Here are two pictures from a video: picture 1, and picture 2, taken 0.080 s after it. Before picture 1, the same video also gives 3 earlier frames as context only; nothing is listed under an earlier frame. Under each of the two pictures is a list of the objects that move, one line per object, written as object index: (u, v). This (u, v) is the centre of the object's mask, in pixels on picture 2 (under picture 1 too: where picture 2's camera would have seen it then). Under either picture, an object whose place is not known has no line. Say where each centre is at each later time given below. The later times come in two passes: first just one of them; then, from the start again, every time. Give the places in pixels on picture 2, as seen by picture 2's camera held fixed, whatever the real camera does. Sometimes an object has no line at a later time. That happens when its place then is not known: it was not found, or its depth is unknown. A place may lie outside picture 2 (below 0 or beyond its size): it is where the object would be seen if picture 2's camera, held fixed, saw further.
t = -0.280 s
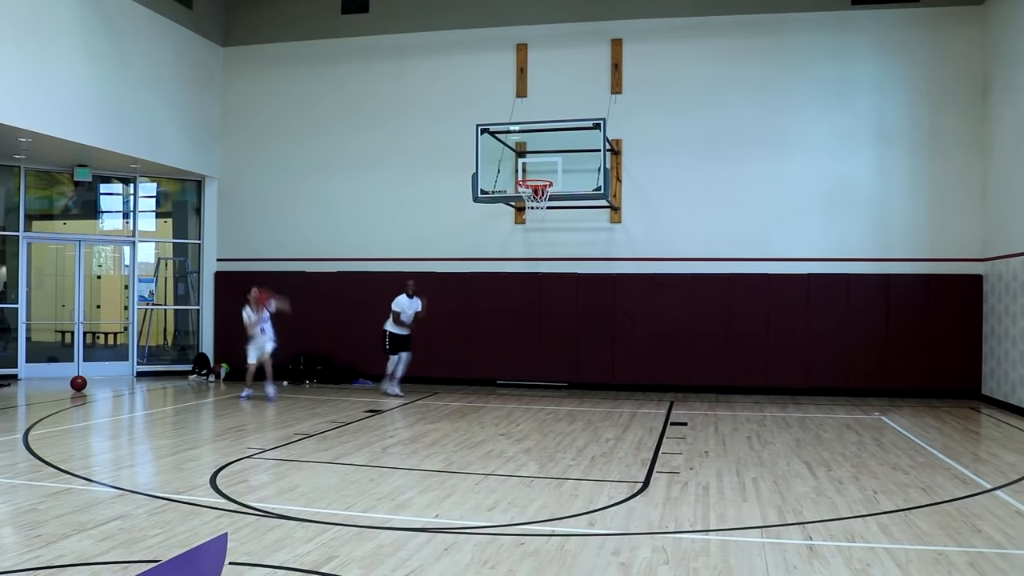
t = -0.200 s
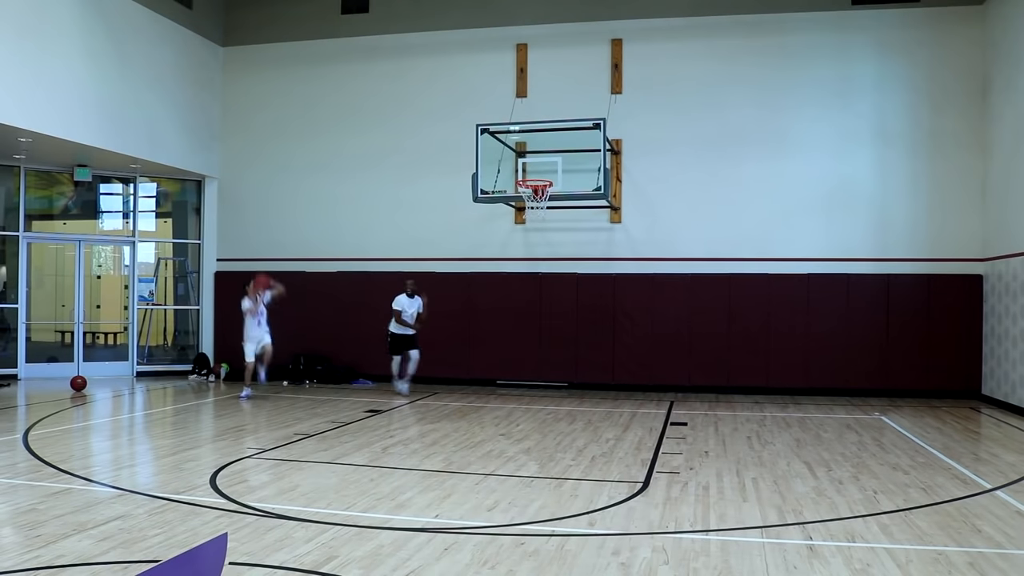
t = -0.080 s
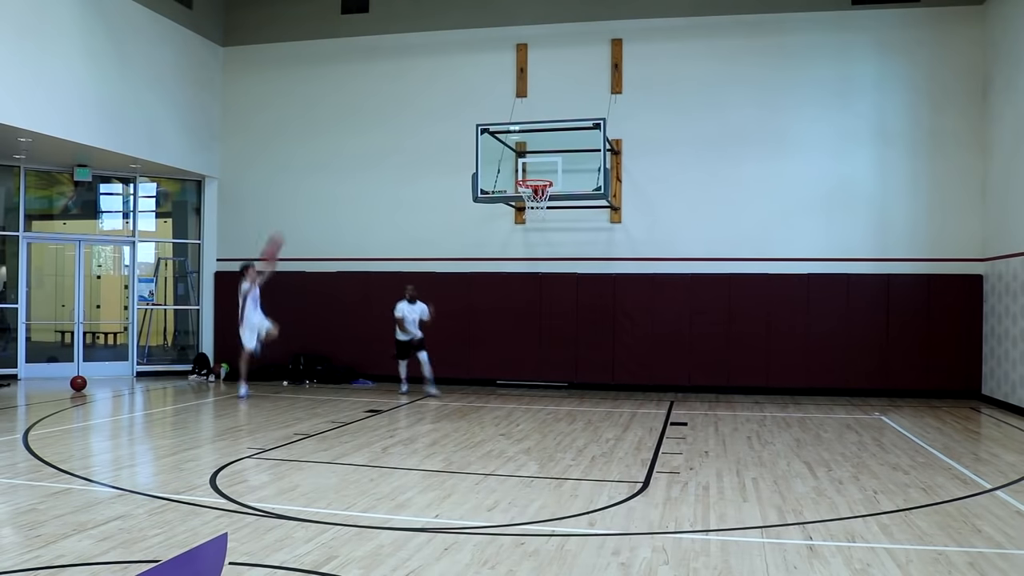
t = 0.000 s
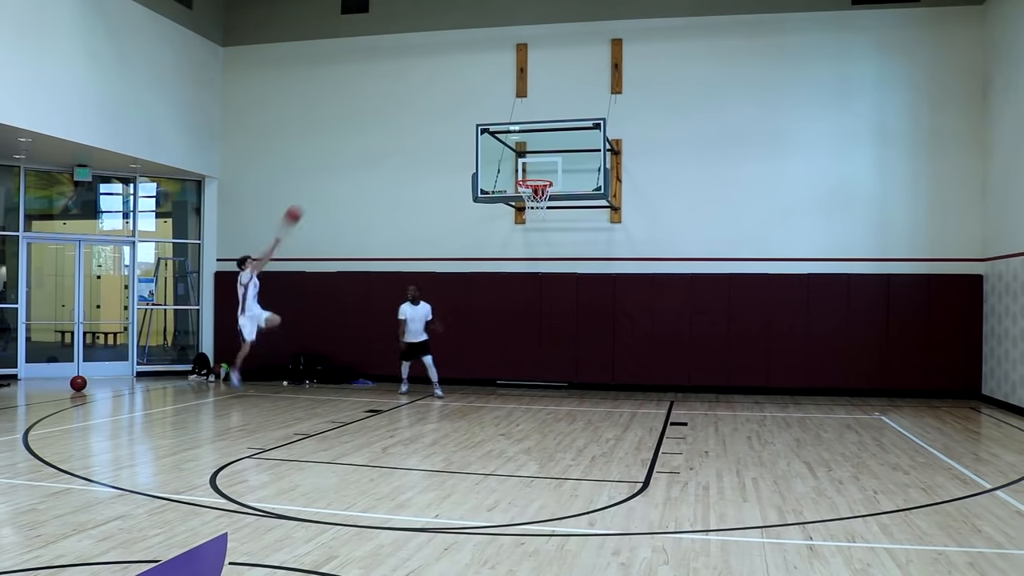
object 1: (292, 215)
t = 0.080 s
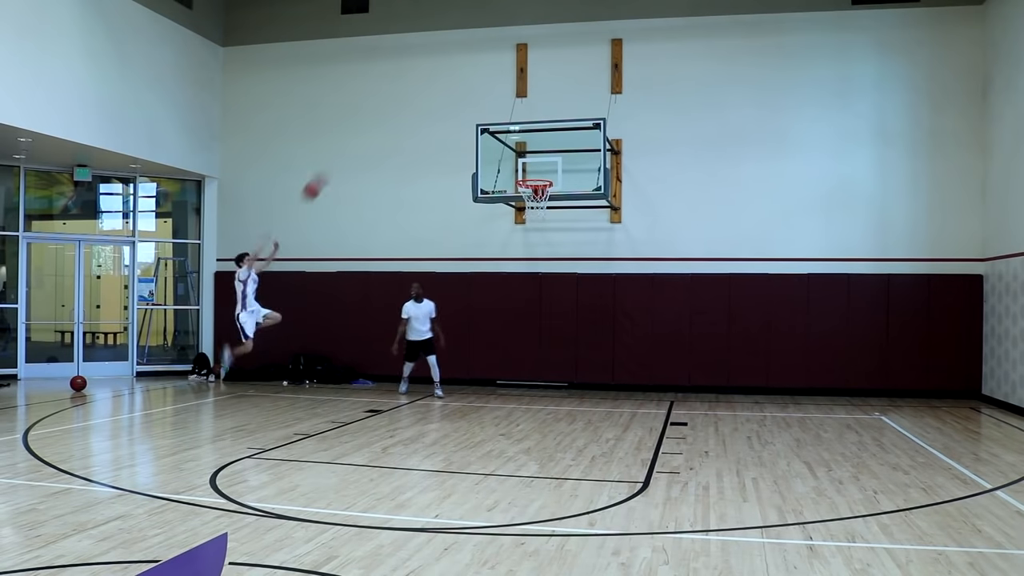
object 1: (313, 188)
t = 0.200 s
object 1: (347, 151)
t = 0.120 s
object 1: (324, 175)
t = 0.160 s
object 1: (336, 162)
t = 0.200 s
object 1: (347, 151)
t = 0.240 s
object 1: (357, 142)
